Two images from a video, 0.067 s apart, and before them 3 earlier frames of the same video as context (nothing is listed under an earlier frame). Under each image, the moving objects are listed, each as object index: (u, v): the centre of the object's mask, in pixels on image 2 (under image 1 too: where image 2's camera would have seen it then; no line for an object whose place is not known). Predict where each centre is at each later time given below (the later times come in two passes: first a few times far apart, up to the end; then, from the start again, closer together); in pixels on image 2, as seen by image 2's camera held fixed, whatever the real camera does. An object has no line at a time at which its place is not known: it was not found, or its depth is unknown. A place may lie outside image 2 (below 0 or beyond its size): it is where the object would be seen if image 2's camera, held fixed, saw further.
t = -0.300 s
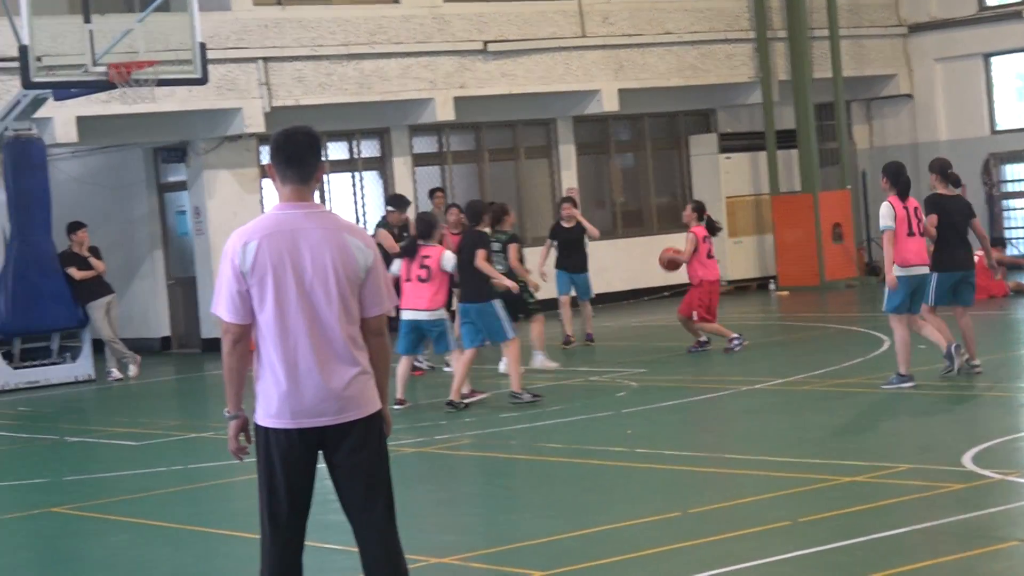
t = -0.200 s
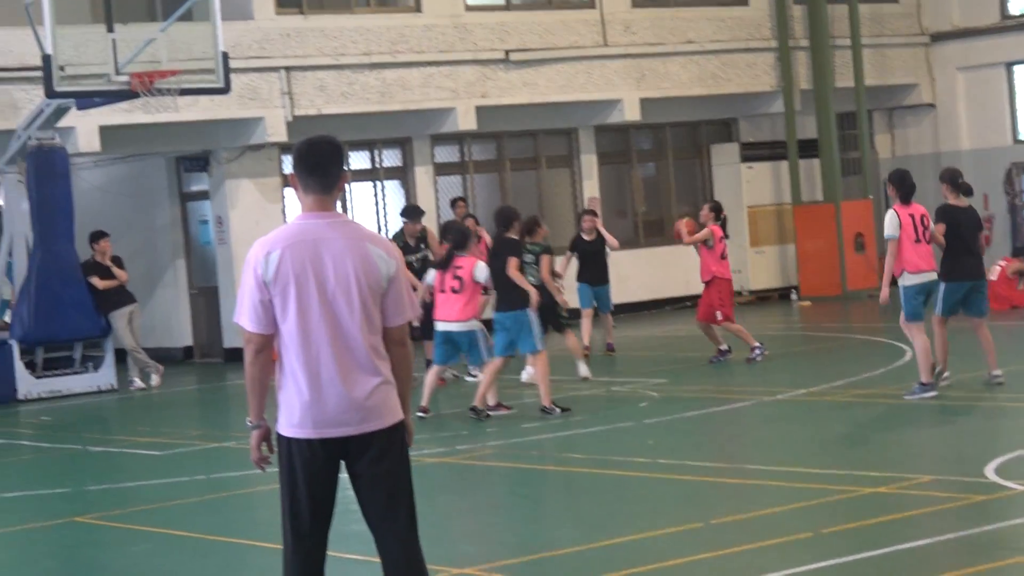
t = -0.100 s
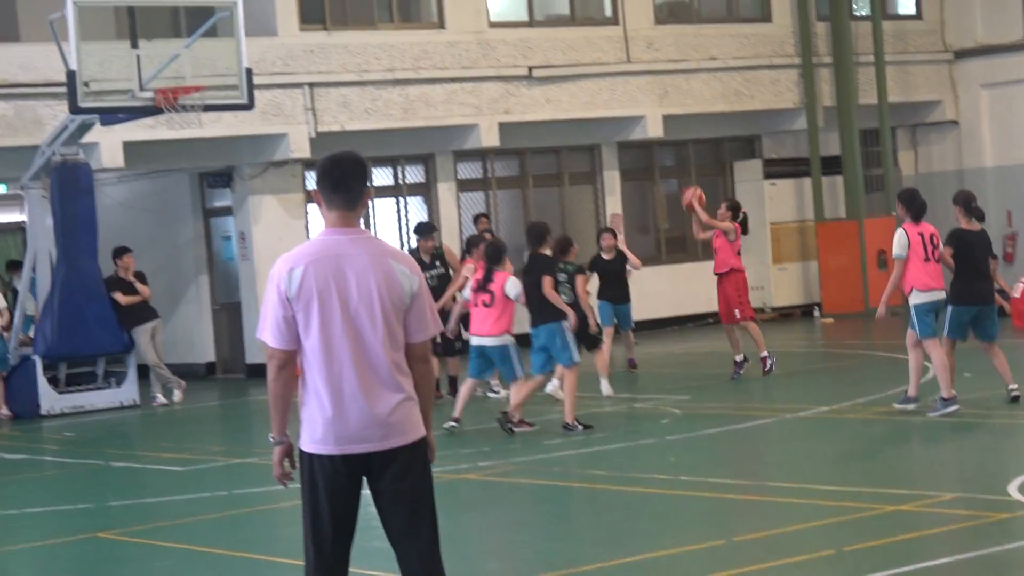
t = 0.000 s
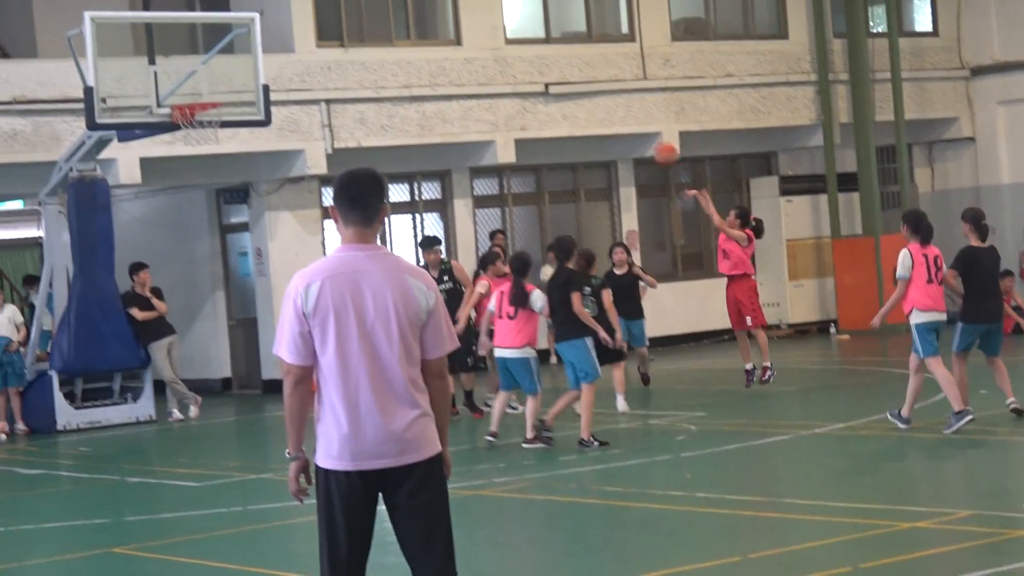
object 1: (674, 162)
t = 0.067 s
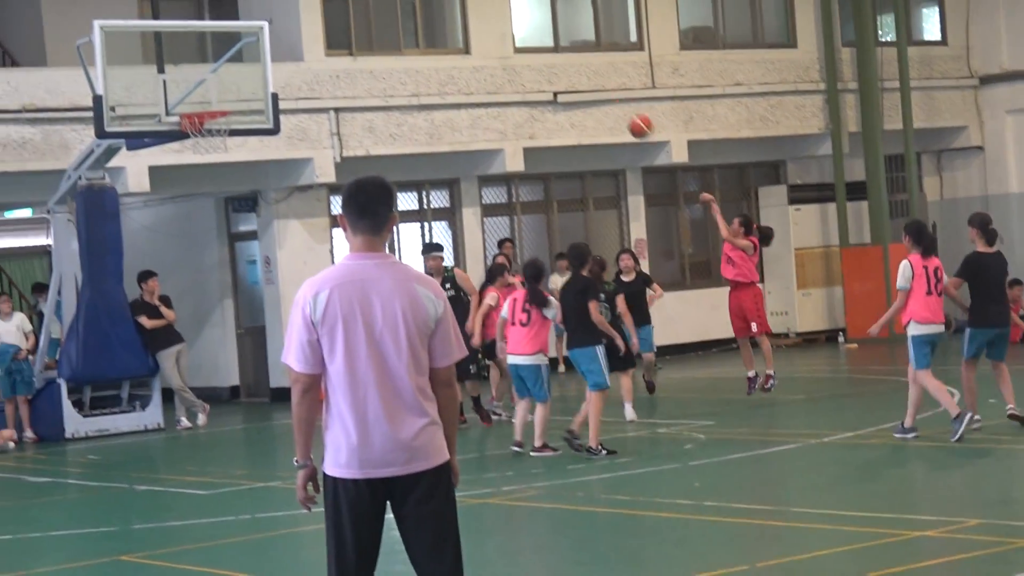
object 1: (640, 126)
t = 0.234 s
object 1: (560, 57)
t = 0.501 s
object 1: (440, 6)
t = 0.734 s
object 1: (340, 22)
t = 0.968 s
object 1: (245, 95)
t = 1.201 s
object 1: (295, 48)
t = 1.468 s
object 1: (370, 43)
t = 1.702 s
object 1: (439, 99)
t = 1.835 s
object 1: (479, 155)
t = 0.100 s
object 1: (624, 110)
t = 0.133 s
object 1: (609, 95)
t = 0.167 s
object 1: (592, 81)
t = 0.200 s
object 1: (576, 68)
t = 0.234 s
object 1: (560, 57)
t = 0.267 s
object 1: (545, 47)
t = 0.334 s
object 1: (514, 30)
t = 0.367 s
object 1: (500, 23)
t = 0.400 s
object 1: (484, 17)
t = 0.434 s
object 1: (469, 12)
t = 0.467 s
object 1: (455, 9)
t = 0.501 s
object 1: (440, 6)
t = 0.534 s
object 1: (426, 5)
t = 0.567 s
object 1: (411, 5)
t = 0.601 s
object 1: (396, 7)
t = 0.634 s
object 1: (382, 9)
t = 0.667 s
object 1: (368, 12)
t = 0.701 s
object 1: (353, 17)
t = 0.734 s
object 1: (340, 22)
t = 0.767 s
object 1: (326, 30)
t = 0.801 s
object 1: (311, 38)
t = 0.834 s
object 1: (299, 47)
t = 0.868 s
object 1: (285, 57)
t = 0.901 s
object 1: (270, 69)
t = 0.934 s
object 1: (257, 82)
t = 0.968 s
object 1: (245, 95)
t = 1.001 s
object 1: (242, 99)
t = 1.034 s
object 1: (251, 88)
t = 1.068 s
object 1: (259, 78)
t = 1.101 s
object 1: (267, 68)
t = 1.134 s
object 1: (276, 60)
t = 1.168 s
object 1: (286, 54)
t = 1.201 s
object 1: (295, 48)
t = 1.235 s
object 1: (305, 43)
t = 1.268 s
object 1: (314, 39)
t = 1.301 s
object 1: (323, 37)
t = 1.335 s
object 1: (332, 36)
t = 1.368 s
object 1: (342, 36)
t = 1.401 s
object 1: (352, 37)
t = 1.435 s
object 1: (361, 39)
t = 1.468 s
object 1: (370, 43)
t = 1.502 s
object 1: (381, 47)
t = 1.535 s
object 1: (389, 53)
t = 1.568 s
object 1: (399, 60)
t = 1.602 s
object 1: (408, 68)
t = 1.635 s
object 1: (419, 77)
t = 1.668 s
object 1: (429, 87)
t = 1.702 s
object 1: (439, 99)
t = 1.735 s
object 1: (448, 111)
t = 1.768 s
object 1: (459, 125)
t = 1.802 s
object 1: (469, 139)
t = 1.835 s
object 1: (479, 155)
